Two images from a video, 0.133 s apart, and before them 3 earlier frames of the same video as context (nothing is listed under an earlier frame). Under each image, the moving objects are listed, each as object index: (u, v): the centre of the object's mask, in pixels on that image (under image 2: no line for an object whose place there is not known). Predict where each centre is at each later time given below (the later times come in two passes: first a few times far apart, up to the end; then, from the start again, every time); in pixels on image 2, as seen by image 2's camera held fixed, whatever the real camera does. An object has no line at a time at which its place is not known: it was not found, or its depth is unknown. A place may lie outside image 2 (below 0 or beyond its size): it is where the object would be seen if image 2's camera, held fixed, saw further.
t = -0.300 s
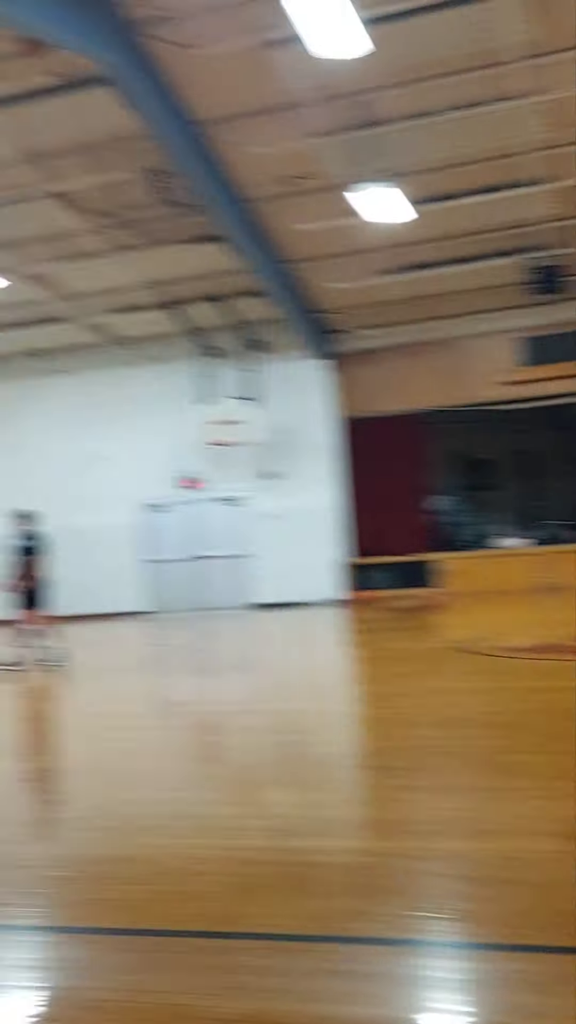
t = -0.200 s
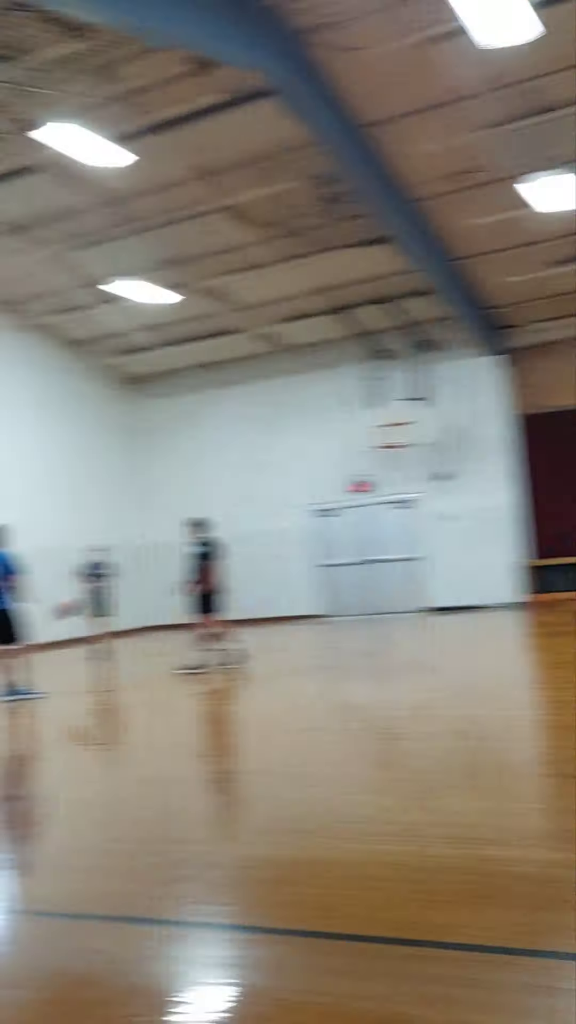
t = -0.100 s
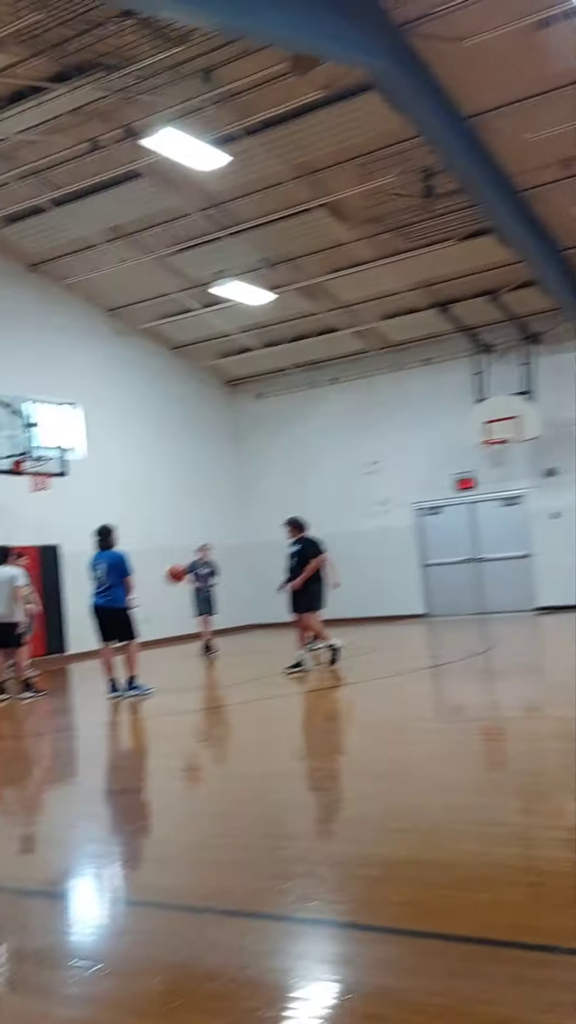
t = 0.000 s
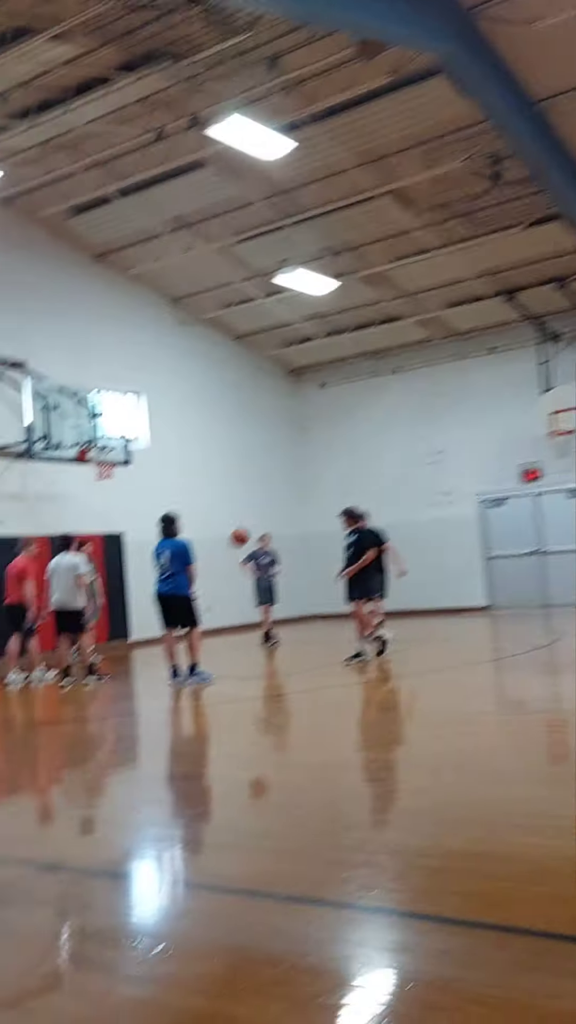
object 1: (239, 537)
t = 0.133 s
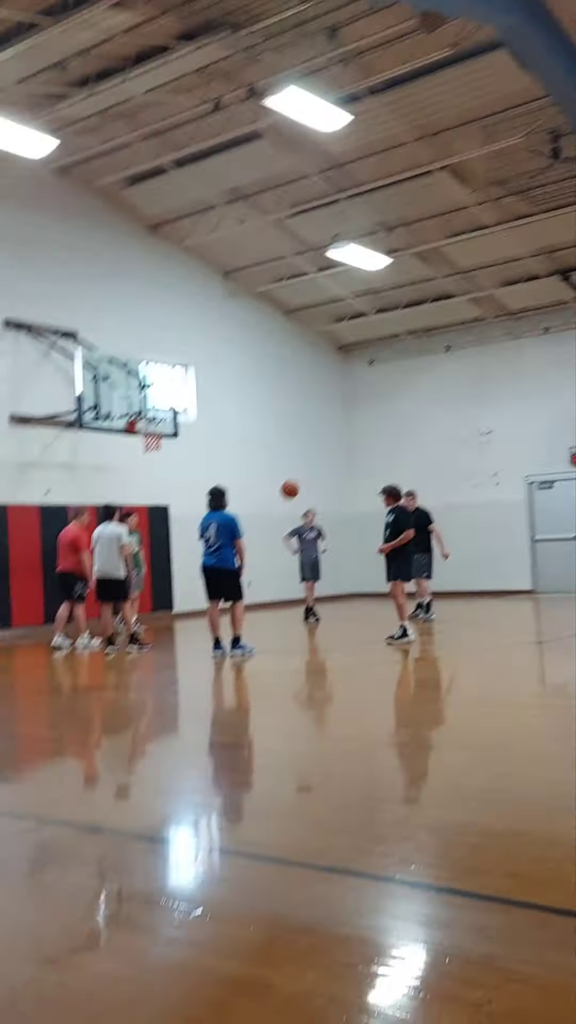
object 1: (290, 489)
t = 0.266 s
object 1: (300, 474)
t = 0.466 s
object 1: (312, 482)
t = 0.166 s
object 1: (293, 484)
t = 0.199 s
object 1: (295, 480)
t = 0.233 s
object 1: (298, 477)
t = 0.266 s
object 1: (300, 474)
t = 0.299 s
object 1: (301, 473)
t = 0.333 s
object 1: (304, 473)
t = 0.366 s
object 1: (307, 474)
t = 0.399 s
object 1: (309, 475)
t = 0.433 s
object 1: (311, 478)
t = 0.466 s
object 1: (312, 482)
